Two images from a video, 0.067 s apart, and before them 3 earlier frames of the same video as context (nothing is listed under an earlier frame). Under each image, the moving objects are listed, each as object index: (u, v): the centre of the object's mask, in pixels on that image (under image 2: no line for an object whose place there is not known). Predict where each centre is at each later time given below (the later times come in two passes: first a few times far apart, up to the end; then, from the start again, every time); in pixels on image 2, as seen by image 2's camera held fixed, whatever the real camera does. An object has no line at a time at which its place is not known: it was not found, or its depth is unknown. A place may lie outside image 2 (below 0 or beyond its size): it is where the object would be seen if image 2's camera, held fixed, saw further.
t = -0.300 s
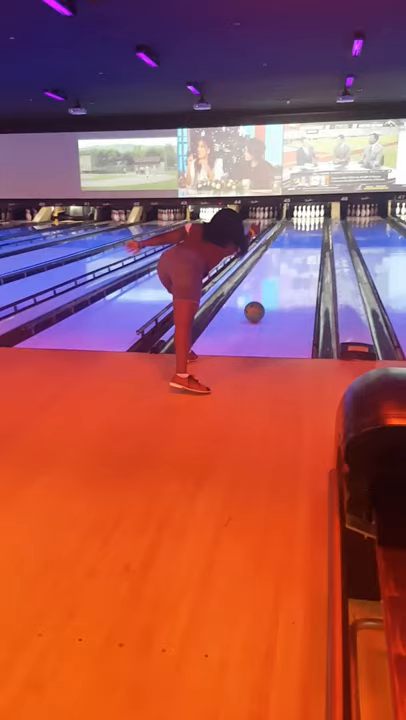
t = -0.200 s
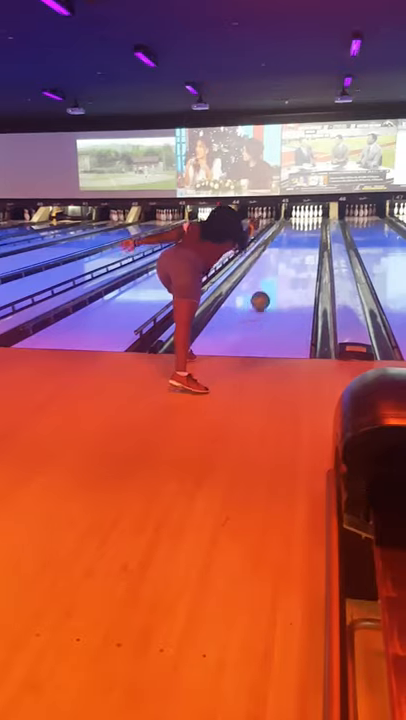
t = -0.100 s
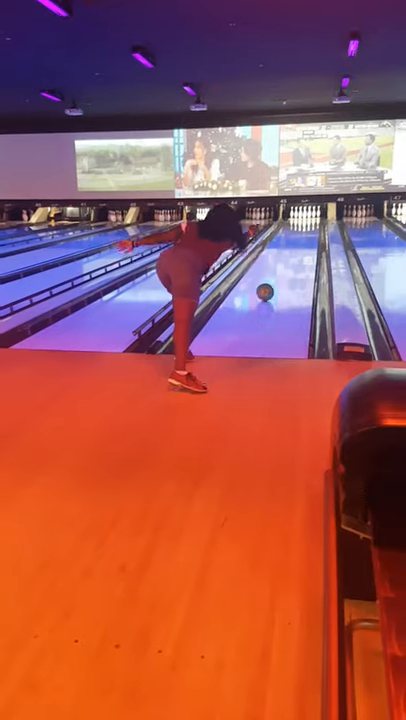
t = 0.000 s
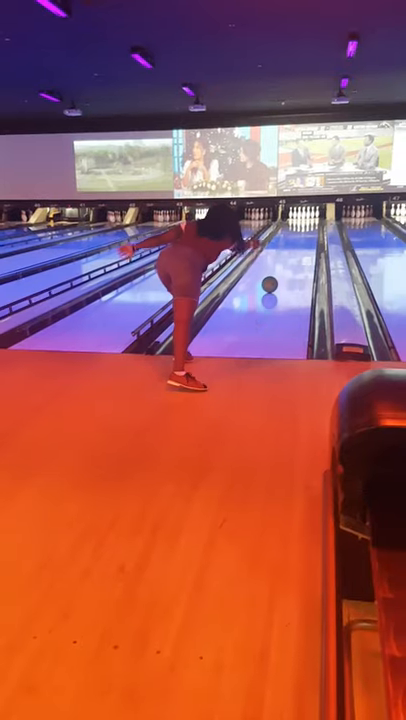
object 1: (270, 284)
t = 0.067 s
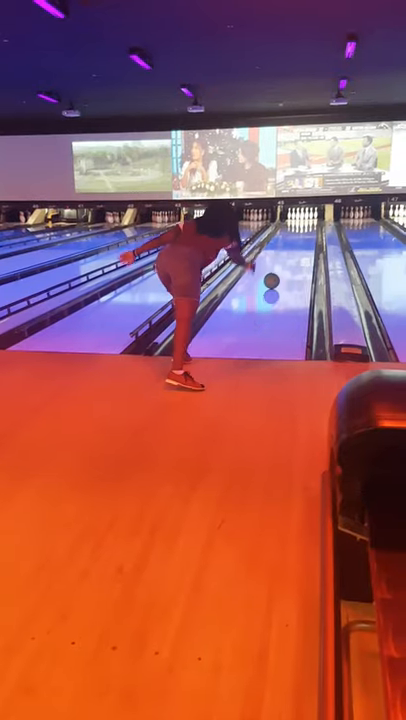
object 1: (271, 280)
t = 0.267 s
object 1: (280, 269)
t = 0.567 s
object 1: (289, 256)
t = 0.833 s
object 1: (296, 247)
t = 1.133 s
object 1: (301, 239)
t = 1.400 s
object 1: (305, 233)
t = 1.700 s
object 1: (308, 228)
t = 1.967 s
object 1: (311, 225)
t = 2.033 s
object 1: (311, 224)
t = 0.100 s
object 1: (273, 278)
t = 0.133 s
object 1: (274, 276)
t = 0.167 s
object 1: (276, 274)
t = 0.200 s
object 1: (277, 272)
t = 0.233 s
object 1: (278, 270)
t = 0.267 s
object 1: (280, 269)
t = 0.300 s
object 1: (281, 267)
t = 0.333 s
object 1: (282, 266)
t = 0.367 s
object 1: (283, 264)
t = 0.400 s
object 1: (284, 262)
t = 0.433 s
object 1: (286, 261)
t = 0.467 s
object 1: (287, 260)
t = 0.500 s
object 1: (288, 258)
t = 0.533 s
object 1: (288, 257)
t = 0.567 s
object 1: (289, 256)
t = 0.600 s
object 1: (290, 255)
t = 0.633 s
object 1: (291, 253)
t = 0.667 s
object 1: (292, 252)
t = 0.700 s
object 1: (293, 251)
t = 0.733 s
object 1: (294, 250)
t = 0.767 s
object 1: (294, 249)
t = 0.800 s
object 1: (295, 248)
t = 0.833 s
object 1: (296, 247)
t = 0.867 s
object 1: (296, 246)
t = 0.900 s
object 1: (297, 245)
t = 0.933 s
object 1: (298, 244)
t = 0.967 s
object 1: (298, 243)
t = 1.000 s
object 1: (299, 242)
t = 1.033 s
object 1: (299, 242)
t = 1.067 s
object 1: (300, 241)
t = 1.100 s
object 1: (301, 240)
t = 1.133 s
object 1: (301, 239)
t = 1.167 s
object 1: (301, 239)
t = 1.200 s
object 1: (302, 238)
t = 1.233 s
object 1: (303, 237)
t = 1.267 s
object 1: (303, 236)
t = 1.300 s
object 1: (304, 236)
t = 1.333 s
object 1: (304, 235)
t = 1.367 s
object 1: (305, 234)
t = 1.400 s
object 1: (305, 233)
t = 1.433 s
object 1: (306, 233)
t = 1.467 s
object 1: (306, 232)
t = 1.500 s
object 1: (306, 232)
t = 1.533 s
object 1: (306, 232)
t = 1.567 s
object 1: (307, 231)
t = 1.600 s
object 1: (307, 231)
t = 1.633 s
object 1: (307, 230)
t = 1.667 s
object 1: (308, 229)
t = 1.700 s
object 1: (308, 228)
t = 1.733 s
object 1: (309, 228)
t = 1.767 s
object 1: (309, 227)
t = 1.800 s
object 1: (309, 227)
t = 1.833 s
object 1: (310, 227)
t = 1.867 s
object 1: (310, 226)
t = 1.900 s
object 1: (310, 226)
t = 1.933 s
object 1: (310, 225)
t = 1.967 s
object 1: (311, 225)
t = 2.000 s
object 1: (311, 224)
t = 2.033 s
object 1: (311, 224)
